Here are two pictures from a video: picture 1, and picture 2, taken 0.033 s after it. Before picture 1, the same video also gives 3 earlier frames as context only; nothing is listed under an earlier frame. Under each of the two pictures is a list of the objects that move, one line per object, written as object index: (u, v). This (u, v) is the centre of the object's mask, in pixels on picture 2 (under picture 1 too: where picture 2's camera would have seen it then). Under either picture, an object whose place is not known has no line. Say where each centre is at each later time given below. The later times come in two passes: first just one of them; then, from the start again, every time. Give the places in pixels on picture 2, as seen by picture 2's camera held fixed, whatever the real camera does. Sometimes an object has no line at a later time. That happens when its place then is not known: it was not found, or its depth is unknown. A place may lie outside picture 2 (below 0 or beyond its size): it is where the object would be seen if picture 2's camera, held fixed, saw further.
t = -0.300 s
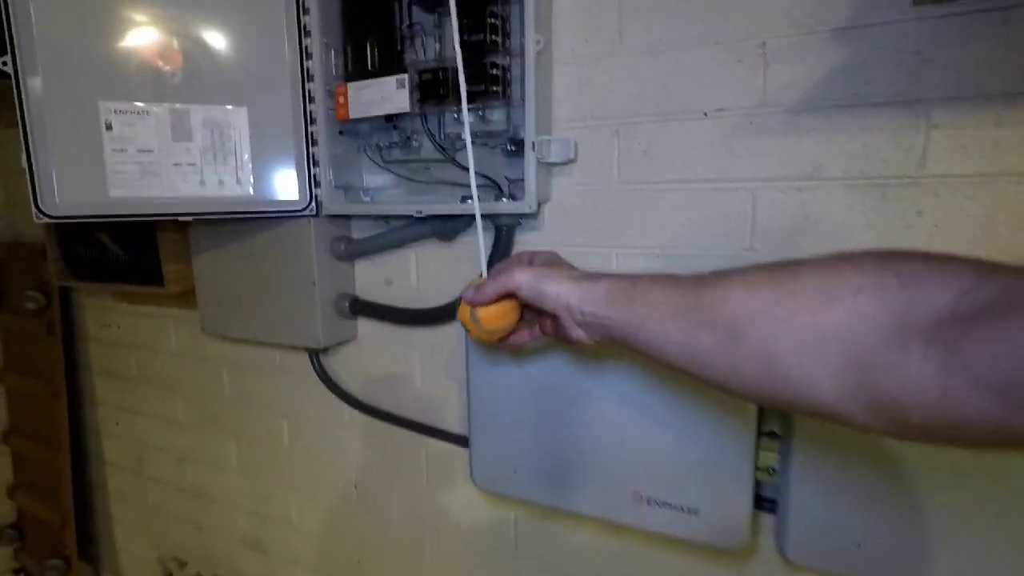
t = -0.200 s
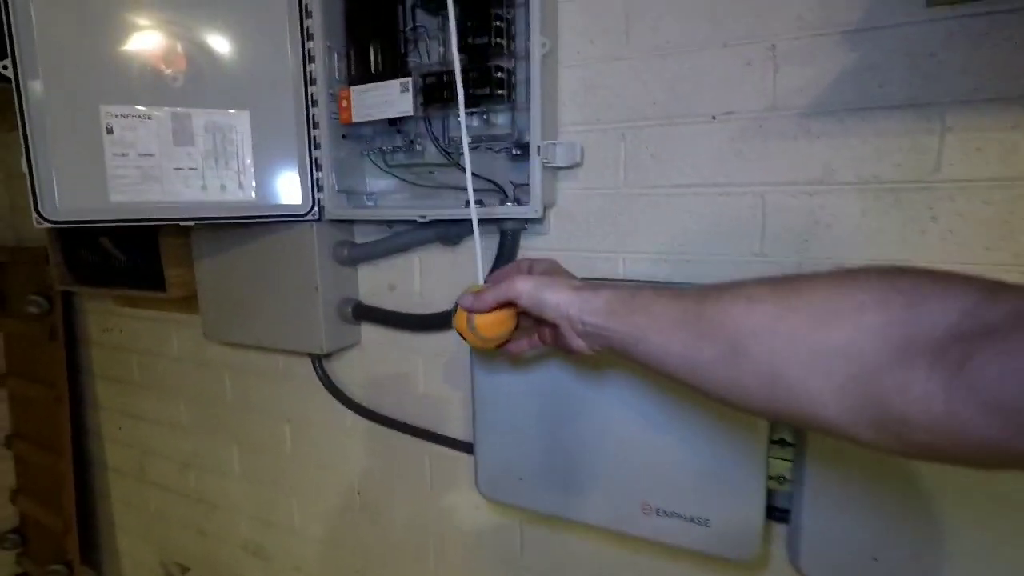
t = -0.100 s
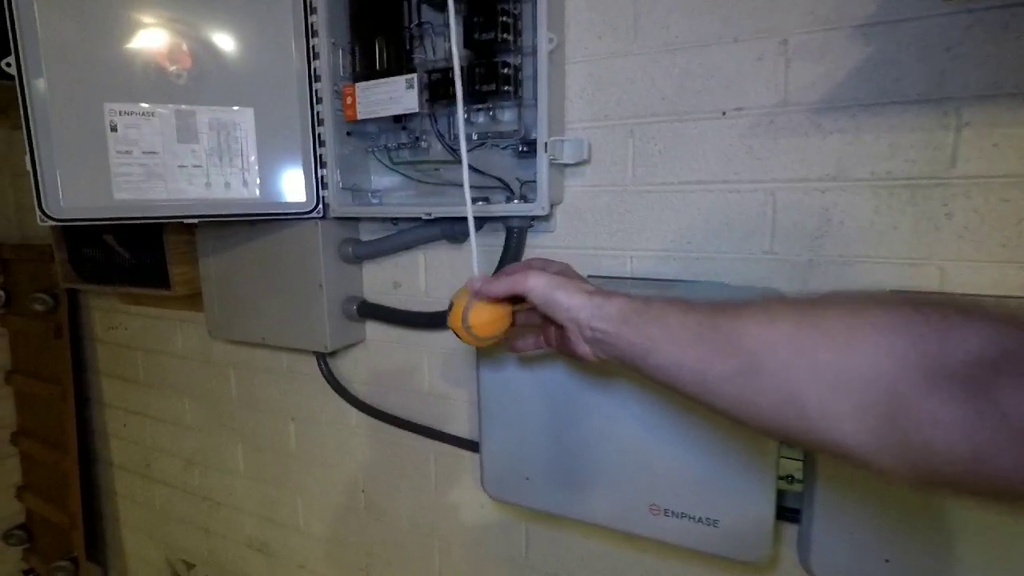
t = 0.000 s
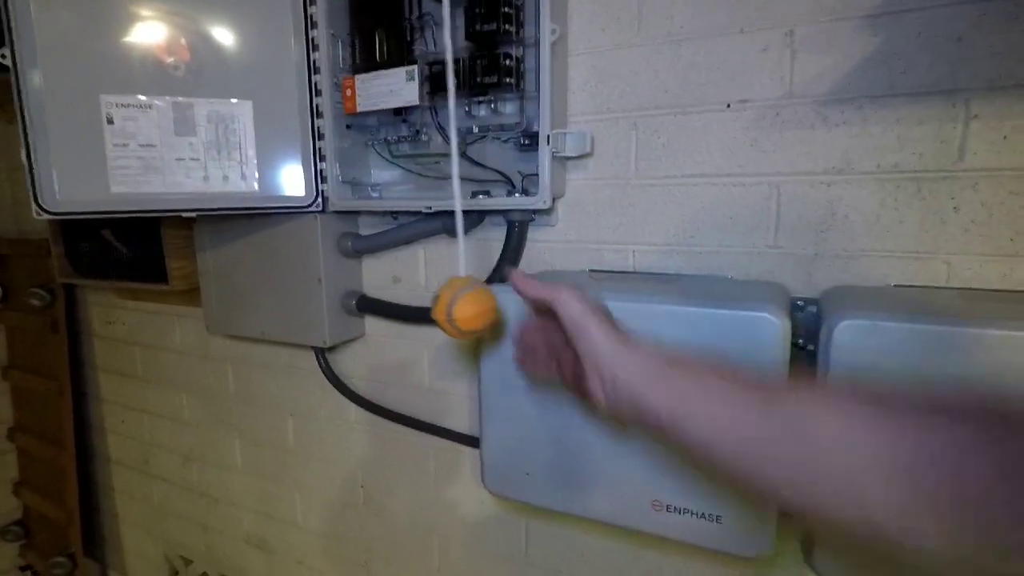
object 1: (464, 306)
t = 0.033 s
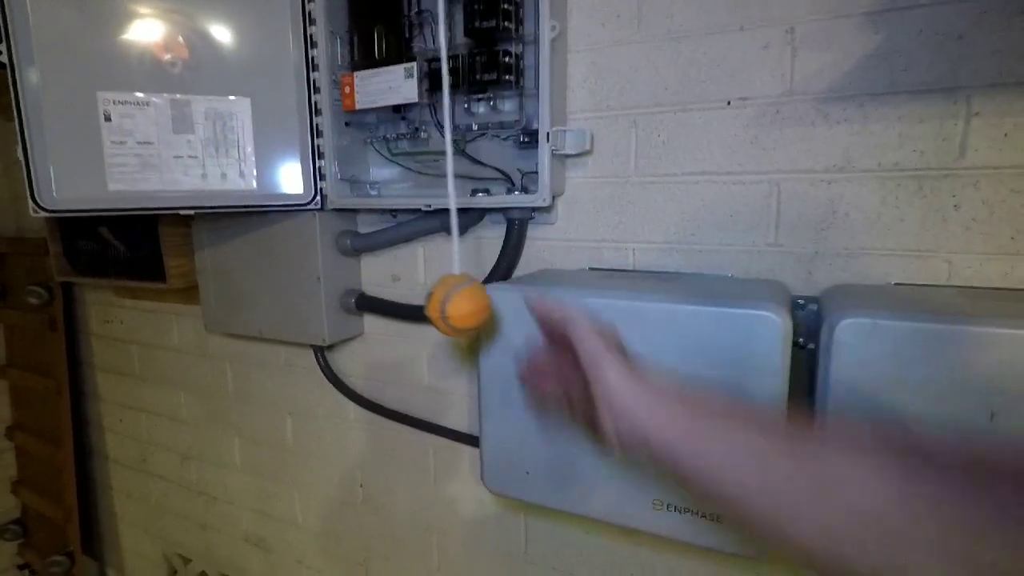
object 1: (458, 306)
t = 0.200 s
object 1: (429, 300)
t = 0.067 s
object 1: (453, 306)
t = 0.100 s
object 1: (446, 304)
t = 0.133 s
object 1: (440, 303)
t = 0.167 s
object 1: (435, 302)
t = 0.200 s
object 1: (429, 300)
